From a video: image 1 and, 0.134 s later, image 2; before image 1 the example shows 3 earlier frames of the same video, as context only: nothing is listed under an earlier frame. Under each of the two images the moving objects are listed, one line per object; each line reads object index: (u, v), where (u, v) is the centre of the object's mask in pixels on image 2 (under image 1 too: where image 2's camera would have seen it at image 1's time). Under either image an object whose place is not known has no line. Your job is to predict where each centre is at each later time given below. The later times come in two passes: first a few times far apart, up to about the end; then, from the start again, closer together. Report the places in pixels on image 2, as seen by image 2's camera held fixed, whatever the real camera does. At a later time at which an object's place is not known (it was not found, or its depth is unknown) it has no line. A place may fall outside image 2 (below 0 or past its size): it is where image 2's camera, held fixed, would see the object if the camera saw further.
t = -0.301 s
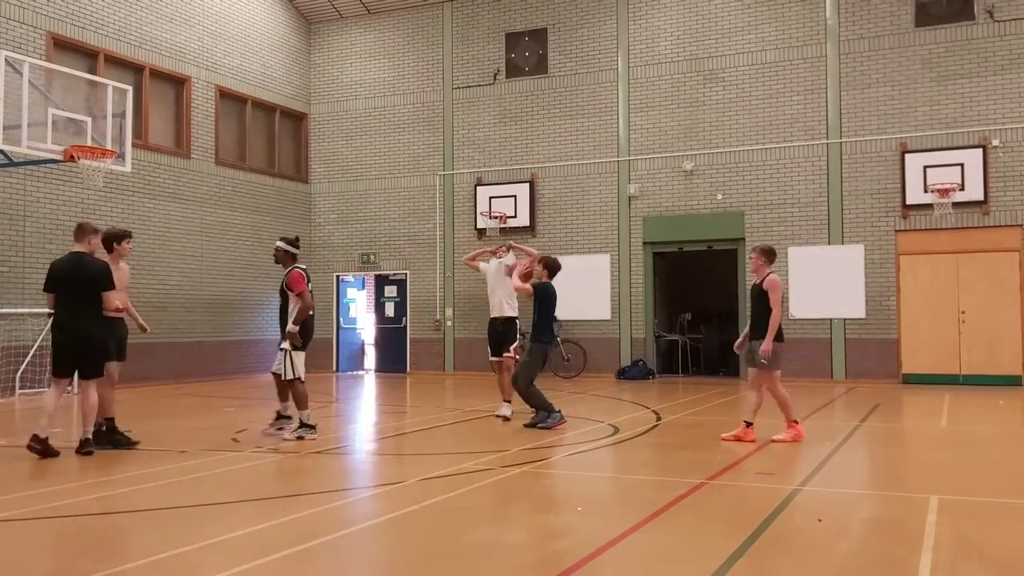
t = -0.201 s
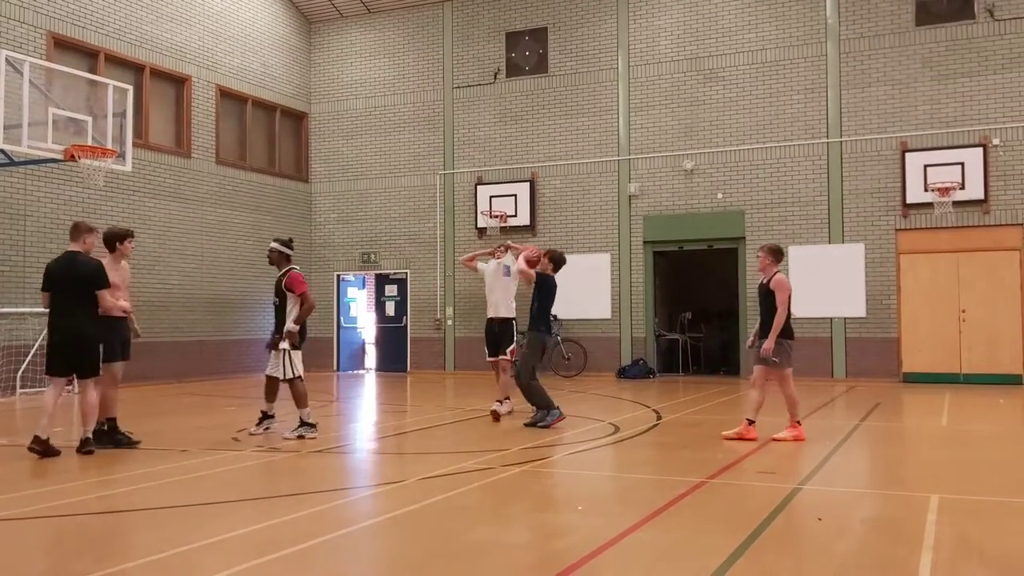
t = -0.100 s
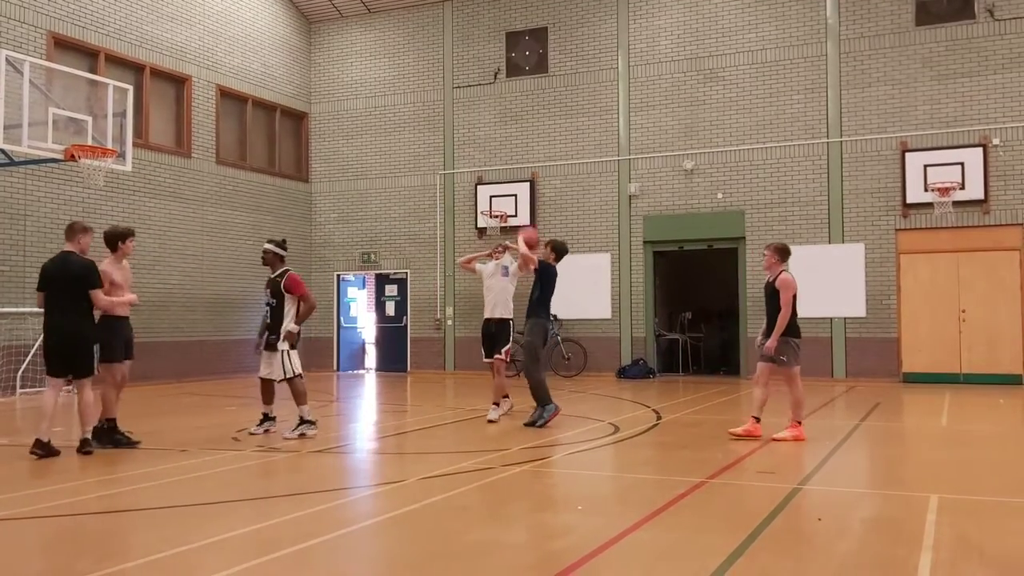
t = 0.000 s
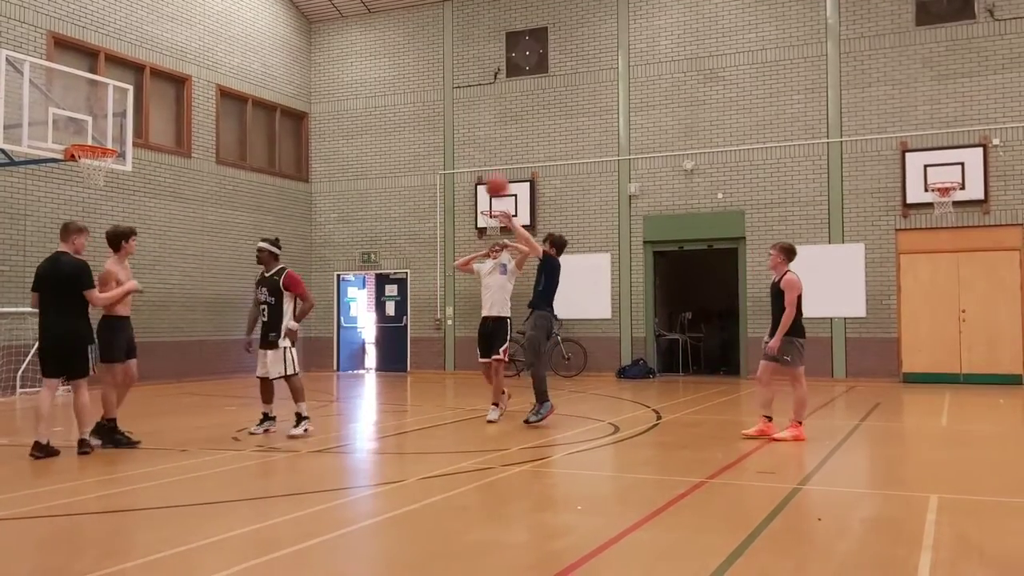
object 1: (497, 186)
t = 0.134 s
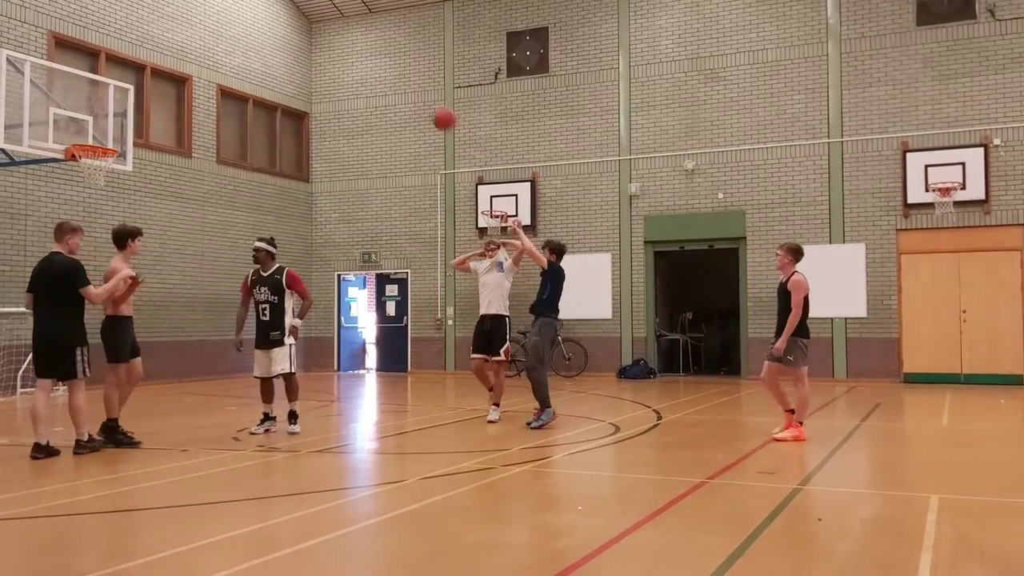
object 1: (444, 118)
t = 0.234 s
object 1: (405, 81)
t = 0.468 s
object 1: (320, 30)
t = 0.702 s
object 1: (242, 32)
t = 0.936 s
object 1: (167, 81)
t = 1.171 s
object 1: (134, 140)
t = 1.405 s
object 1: (203, 153)
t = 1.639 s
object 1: (274, 216)
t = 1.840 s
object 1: (336, 311)
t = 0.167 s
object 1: (431, 104)
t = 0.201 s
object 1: (418, 93)
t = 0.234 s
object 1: (405, 81)
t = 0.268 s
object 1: (393, 71)
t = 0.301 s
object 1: (380, 61)
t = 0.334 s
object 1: (368, 53)
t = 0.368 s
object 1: (356, 46)
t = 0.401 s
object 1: (344, 39)
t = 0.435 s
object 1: (332, 34)
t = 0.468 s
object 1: (320, 30)
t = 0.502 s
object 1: (308, 27)
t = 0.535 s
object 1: (298, 25)
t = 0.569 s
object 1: (286, 25)
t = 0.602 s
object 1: (275, 25)
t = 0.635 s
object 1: (264, 27)
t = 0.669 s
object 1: (253, 29)
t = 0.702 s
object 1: (242, 32)
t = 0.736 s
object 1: (231, 36)
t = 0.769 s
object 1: (220, 42)
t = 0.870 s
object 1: (188, 62)
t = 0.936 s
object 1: (167, 81)
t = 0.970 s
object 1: (157, 90)
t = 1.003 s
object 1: (147, 102)
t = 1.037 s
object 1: (137, 115)
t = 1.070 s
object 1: (126, 129)
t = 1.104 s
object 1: (117, 143)
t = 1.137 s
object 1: (124, 142)
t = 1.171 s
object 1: (134, 140)
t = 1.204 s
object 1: (144, 138)
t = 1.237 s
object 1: (154, 138)
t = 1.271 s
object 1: (163, 140)
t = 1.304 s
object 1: (173, 141)
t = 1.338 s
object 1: (184, 144)
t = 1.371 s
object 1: (193, 147)
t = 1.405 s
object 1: (203, 153)
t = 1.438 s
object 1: (213, 158)
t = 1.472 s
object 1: (222, 165)
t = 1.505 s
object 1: (233, 173)
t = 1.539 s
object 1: (243, 183)
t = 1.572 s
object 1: (252, 193)
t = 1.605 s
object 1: (264, 204)
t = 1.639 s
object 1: (274, 216)
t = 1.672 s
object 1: (284, 229)
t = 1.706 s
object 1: (294, 244)
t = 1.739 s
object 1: (304, 259)
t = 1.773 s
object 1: (315, 276)
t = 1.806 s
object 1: (325, 294)
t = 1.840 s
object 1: (336, 311)
